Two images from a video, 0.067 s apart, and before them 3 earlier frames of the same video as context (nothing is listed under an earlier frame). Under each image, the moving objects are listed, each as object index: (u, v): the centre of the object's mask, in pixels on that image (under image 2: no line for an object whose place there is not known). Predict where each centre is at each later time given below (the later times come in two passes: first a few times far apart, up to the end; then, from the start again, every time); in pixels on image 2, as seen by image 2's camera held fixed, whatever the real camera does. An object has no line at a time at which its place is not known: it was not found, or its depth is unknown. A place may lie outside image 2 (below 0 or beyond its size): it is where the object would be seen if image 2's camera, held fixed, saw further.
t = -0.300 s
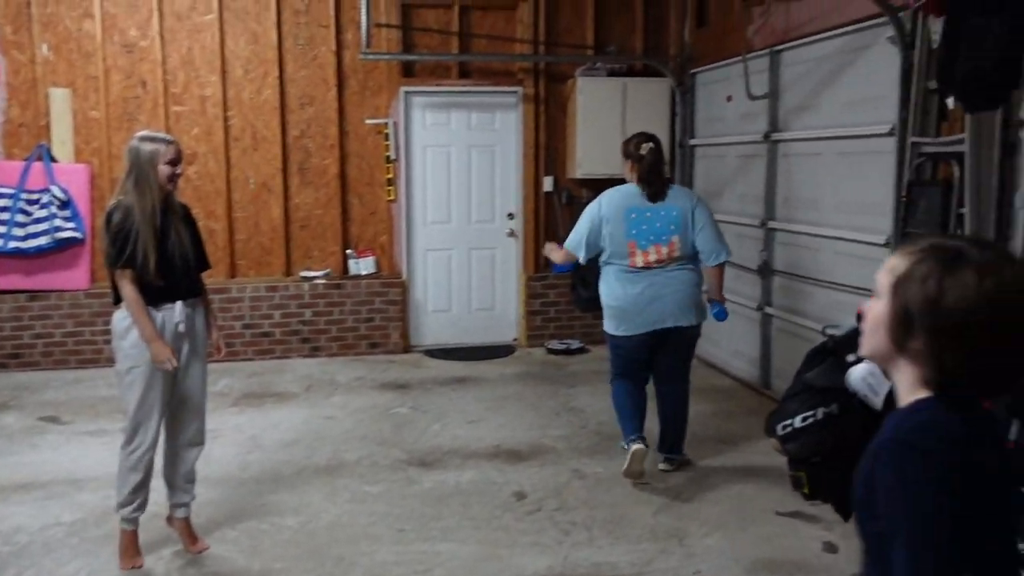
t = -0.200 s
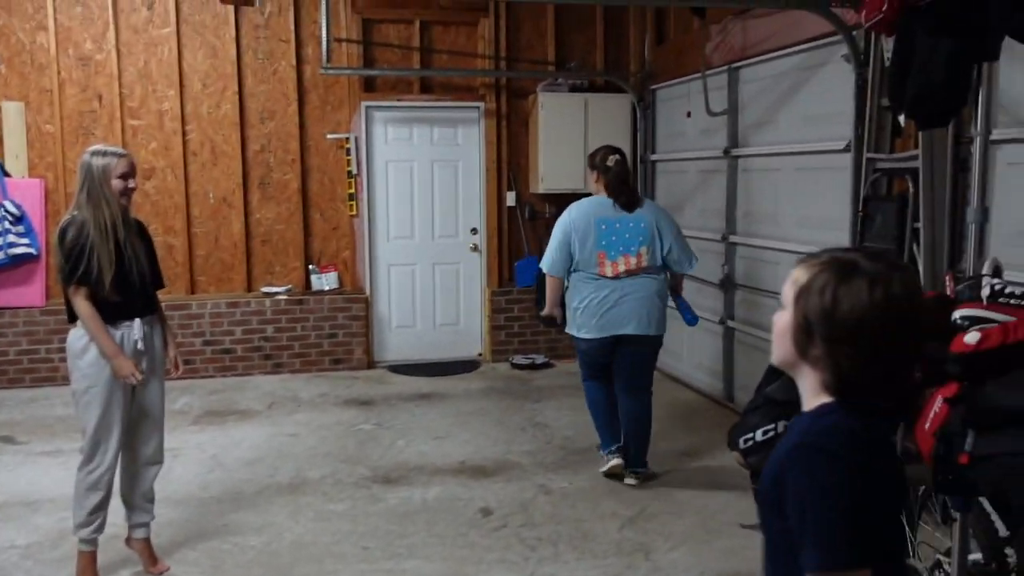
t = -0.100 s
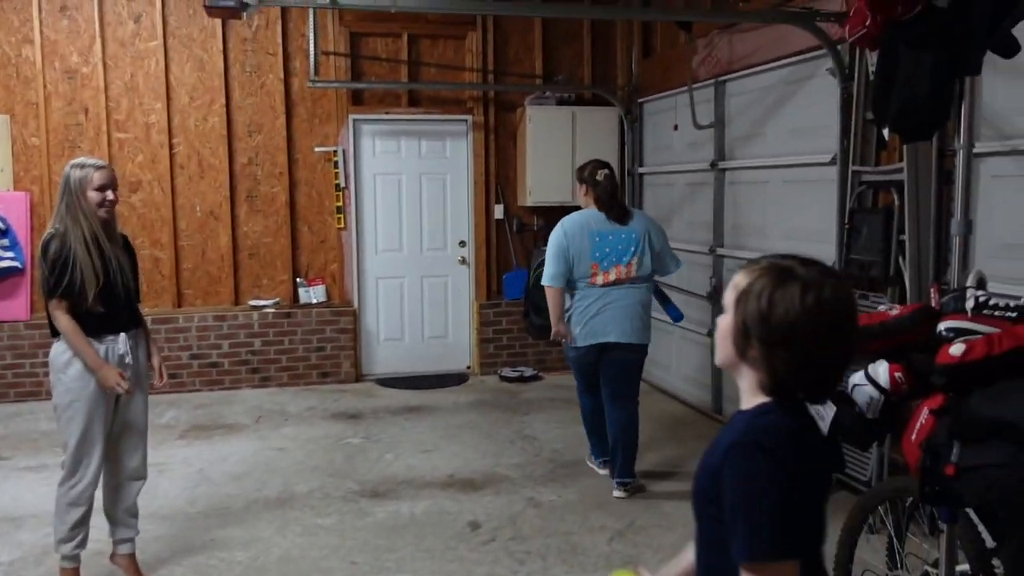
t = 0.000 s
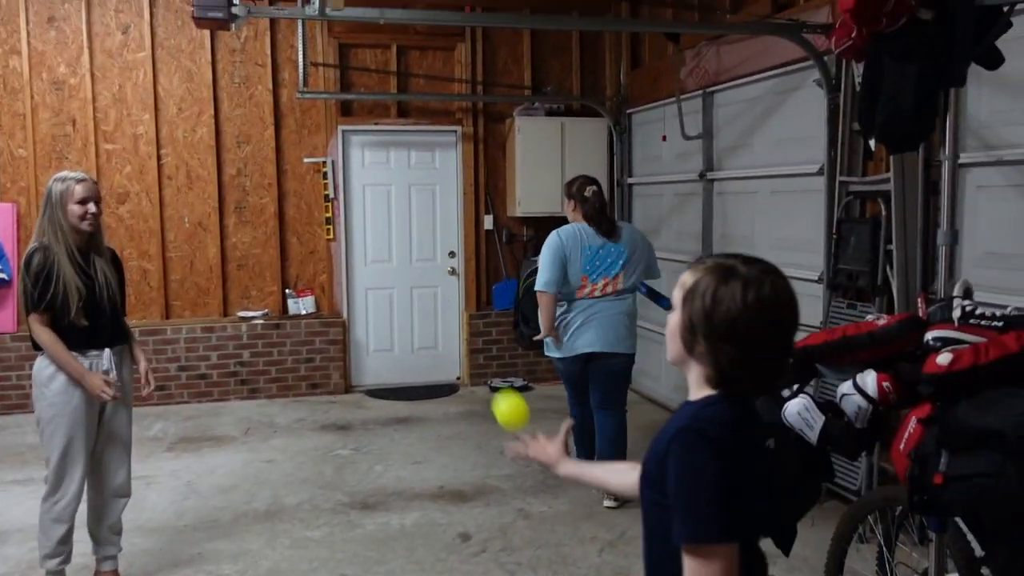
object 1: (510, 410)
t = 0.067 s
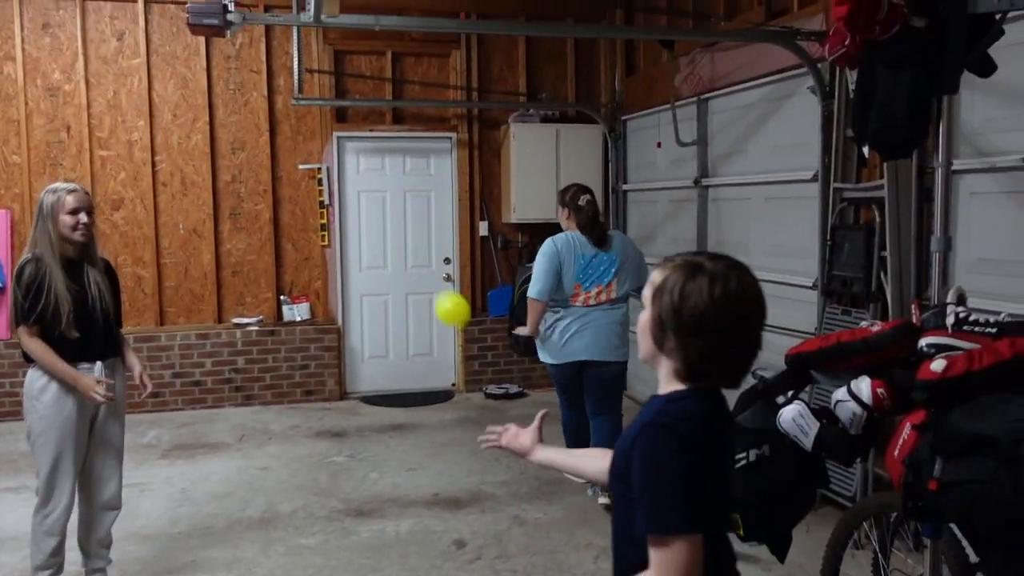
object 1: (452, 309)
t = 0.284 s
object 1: (304, 125)
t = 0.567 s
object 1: (168, 181)
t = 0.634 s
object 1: (144, 231)
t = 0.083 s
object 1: (438, 285)
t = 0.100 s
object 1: (426, 264)
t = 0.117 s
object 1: (413, 243)
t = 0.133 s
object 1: (401, 226)
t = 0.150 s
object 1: (389, 209)
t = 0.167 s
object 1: (378, 194)
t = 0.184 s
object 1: (366, 181)
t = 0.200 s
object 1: (354, 168)
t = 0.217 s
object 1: (343, 157)
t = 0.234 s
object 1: (334, 147)
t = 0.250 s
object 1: (324, 138)
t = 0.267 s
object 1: (314, 132)
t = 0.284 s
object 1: (304, 125)
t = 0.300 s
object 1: (294, 120)
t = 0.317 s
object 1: (285, 117)
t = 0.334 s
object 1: (276, 113)
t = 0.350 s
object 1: (267, 112)
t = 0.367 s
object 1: (258, 111)
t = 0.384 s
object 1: (250, 111)
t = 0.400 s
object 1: (241, 113)
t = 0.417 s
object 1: (233, 115)
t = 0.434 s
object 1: (225, 119)
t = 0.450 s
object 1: (217, 123)
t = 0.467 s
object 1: (209, 129)
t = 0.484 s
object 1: (202, 135)
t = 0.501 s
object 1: (195, 143)
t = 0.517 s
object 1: (188, 151)
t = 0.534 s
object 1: (181, 160)
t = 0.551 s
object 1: (174, 170)
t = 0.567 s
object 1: (168, 181)
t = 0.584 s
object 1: (162, 193)
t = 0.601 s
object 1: (156, 205)
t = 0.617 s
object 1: (150, 218)
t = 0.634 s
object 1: (144, 231)
